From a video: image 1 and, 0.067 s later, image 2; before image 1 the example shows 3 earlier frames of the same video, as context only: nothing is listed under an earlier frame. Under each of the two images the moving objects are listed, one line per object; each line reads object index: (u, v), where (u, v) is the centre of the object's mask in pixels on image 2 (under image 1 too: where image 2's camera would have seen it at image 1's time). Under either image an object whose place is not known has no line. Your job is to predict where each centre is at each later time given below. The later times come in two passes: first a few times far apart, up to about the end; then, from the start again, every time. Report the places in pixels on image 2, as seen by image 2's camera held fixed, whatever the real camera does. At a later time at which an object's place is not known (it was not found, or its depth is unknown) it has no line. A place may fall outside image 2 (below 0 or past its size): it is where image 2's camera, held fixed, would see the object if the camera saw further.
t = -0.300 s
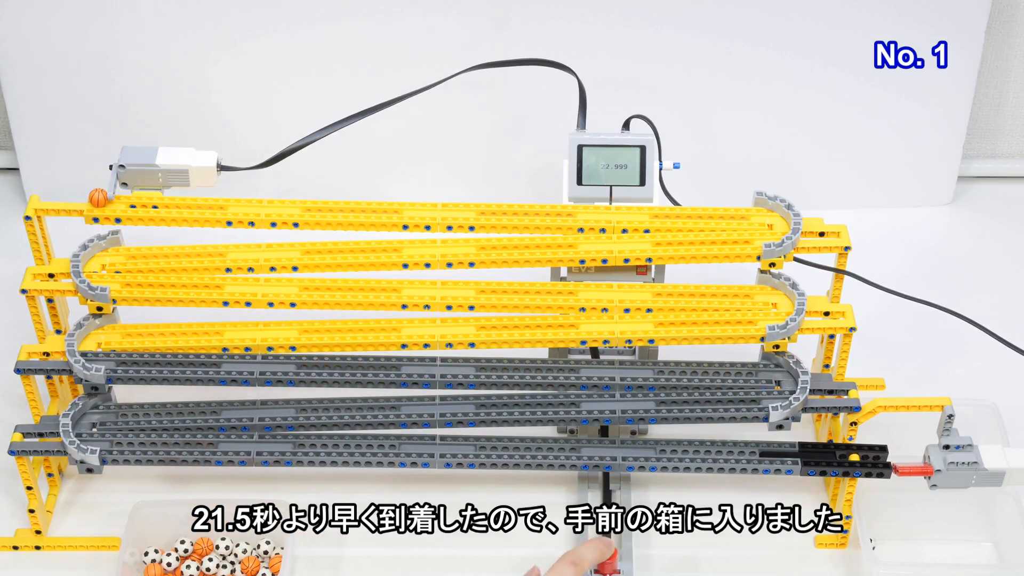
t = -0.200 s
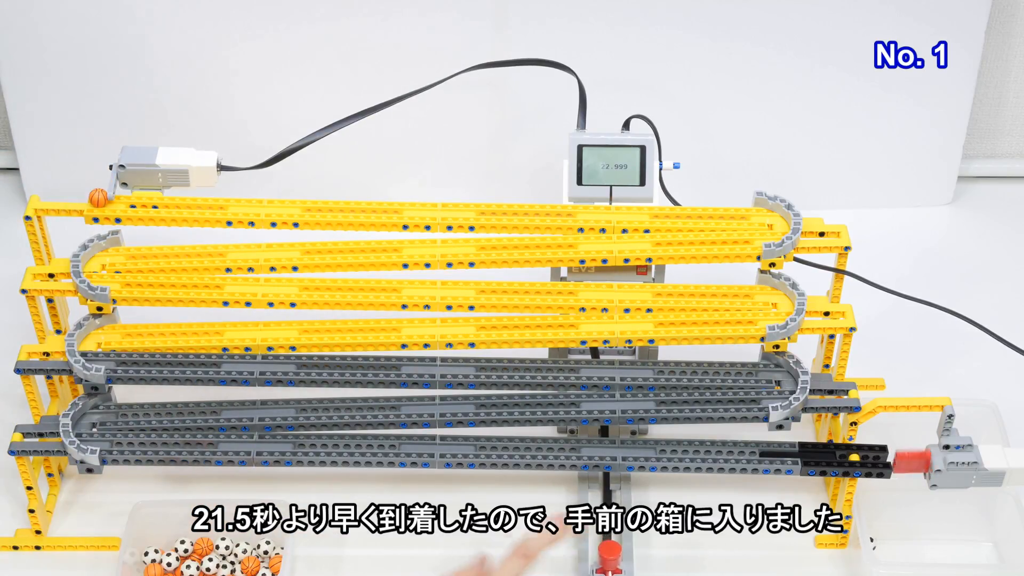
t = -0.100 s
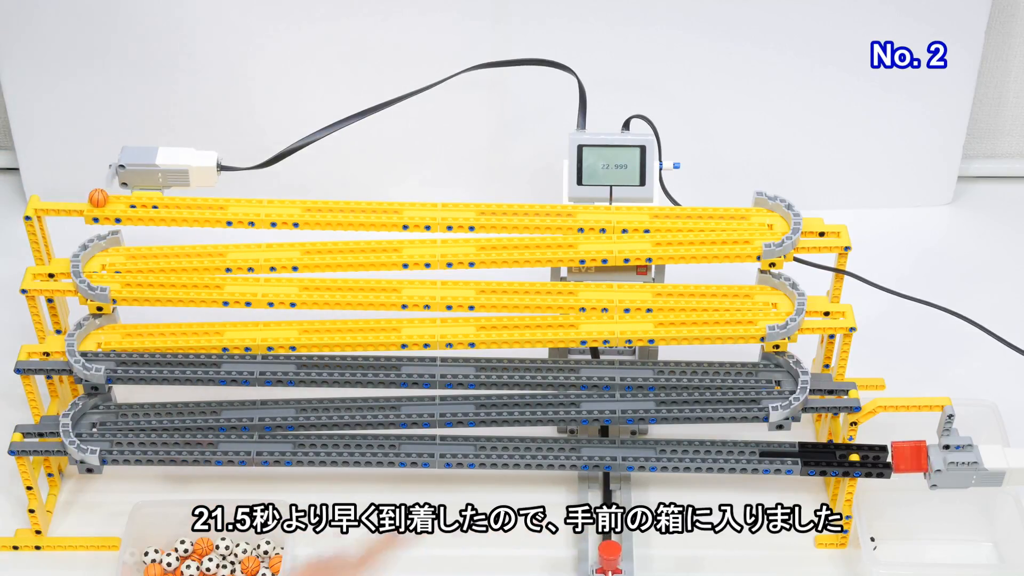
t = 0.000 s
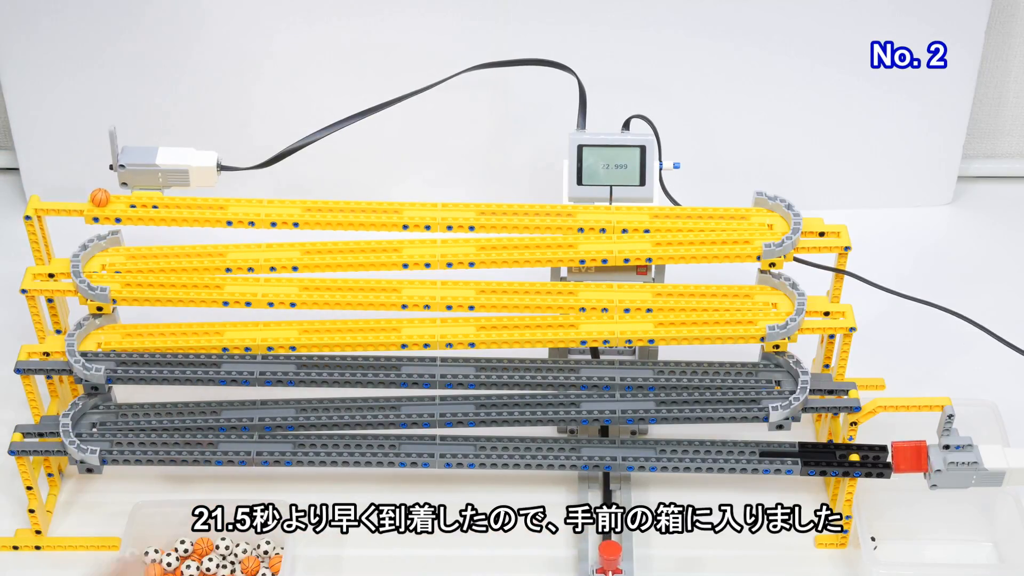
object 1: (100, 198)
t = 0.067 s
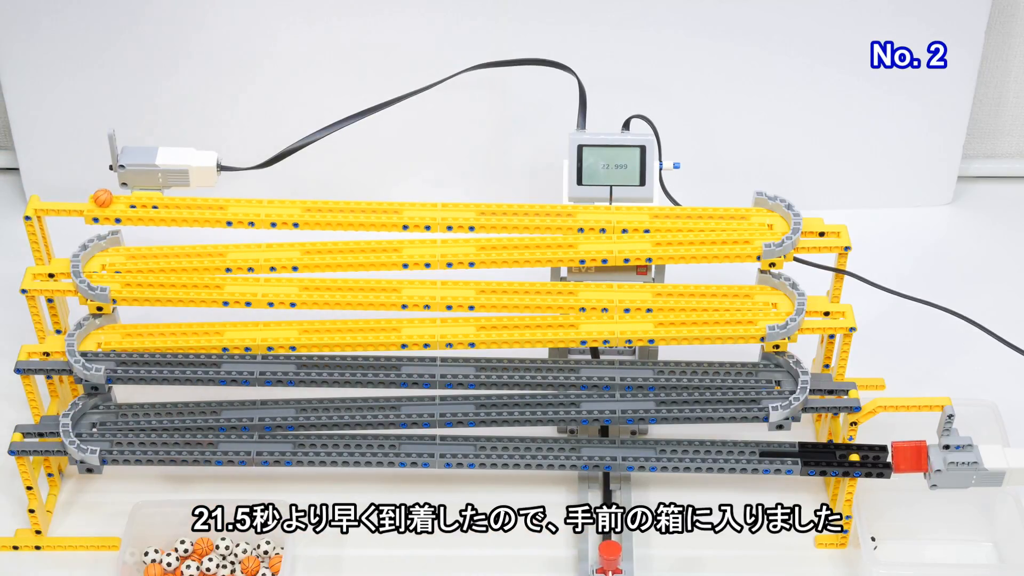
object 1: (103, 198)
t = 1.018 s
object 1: (236, 202)
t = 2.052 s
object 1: (471, 207)
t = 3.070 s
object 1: (670, 210)
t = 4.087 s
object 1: (773, 233)
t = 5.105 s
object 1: (694, 237)
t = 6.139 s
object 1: (561, 240)
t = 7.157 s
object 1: (380, 244)
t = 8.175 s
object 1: (169, 250)
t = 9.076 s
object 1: (148, 279)
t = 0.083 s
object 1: (104, 198)
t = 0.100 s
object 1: (105, 198)
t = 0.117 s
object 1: (105, 198)
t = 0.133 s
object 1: (106, 198)
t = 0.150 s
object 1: (107, 198)
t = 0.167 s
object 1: (109, 198)
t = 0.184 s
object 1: (110, 198)
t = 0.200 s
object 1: (111, 198)
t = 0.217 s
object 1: (112, 198)
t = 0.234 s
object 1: (114, 198)
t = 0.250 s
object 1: (116, 198)
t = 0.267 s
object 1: (117, 198)
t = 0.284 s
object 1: (119, 198)
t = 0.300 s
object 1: (121, 198)
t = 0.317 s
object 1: (123, 198)
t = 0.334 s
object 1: (125, 198)
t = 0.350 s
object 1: (127, 198)
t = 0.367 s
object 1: (129, 198)
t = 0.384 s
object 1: (132, 198)
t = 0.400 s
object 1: (133, 198)
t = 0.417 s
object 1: (136, 199)
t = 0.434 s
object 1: (138, 199)
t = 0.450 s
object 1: (140, 199)
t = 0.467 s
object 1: (142, 199)
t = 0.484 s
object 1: (144, 199)
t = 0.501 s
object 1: (146, 199)
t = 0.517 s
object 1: (149, 199)
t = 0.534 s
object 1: (151, 199)
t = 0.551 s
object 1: (154, 199)
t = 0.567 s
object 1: (156, 199)
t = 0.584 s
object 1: (159, 200)
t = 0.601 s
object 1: (161, 200)
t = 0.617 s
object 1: (164, 200)
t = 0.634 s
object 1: (167, 199)
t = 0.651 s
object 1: (169, 200)
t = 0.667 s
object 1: (172, 199)
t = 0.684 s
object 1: (175, 200)
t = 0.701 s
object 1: (178, 200)
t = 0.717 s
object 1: (180, 200)
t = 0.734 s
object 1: (183, 200)
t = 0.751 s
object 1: (186, 200)
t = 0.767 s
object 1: (189, 200)
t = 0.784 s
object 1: (191, 200)
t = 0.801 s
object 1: (195, 200)
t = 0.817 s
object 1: (197, 200)
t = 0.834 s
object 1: (200, 200)
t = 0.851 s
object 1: (203, 201)
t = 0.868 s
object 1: (206, 201)
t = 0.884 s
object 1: (209, 201)
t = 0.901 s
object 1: (213, 201)
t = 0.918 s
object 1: (216, 201)
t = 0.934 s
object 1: (219, 201)
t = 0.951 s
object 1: (222, 201)
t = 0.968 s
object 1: (226, 201)
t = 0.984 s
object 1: (229, 201)
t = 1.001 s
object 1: (233, 202)
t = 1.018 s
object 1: (236, 202)
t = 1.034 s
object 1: (240, 201)
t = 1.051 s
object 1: (243, 202)
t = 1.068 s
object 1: (247, 202)
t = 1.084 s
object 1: (250, 202)
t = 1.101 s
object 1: (253, 202)
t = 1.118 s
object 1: (257, 202)
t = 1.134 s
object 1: (261, 202)
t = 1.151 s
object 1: (264, 203)
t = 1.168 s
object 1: (268, 202)
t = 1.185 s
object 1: (271, 202)
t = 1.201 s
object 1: (275, 203)
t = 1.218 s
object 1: (278, 203)
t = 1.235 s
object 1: (282, 203)
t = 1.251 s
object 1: (286, 203)
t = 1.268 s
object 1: (290, 203)
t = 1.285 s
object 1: (294, 203)
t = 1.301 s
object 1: (297, 203)
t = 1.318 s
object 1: (301, 203)
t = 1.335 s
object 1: (304, 204)
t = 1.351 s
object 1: (308, 204)
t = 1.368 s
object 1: (311, 204)
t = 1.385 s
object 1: (314, 204)
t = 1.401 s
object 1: (318, 204)
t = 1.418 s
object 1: (322, 204)
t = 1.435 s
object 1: (326, 204)
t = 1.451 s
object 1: (330, 204)
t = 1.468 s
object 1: (333, 204)
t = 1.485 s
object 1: (336, 204)
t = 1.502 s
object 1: (341, 204)
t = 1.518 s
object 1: (345, 204)
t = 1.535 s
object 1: (348, 204)
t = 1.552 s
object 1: (352, 204)
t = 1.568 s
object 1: (355, 205)
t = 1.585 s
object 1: (359, 205)
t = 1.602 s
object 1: (362, 205)
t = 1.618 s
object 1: (366, 205)
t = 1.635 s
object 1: (370, 205)
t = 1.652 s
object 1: (374, 205)
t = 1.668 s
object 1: (377, 205)
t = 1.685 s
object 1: (381, 205)
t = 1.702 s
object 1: (385, 205)
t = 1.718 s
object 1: (389, 205)
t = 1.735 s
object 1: (393, 206)
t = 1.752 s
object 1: (396, 205)
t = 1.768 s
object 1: (401, 205)
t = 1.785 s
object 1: (405, 205)
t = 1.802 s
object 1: (408, 206)
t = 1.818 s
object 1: (412, 206)
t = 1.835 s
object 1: (417, 206)
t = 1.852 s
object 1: (421, 206)
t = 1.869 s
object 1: (425, 206)
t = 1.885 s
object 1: (429, 206)
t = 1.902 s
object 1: (433, 206)
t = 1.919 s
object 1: (437, 206)
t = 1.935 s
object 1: (441, 206)
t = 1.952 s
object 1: (446, 206)
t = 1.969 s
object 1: (449, 206)
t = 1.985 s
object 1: (454, 206)
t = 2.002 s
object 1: (458, 206)
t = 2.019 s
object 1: (462, 206)
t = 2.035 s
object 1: (466, 206)
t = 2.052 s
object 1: (471, 207)
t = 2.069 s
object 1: (475, 206)
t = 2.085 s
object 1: (479, 207)
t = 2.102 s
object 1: (483, 207)
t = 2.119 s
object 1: (486, 207)
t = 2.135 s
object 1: (491, 207)
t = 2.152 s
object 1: (495, 207)
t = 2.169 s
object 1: (499, 207)
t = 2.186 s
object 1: (503, 207)
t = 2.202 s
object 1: (507, 207)
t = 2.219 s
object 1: (511, 207)
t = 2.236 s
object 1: (515, 208)
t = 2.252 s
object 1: (518, 208)
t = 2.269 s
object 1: (522, 208)
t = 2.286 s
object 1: (526, 207)
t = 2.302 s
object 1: (529, 208)
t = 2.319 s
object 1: (533, 207)
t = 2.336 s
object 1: (537, 208)
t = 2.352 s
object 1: (541, 208)
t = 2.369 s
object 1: (544, 207)
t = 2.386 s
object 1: (548, 208)
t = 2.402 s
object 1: (552, 208)
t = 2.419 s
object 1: (555, 208)
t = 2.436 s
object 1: (558, 208)
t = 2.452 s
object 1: (562, 208)
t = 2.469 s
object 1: (565, 209)
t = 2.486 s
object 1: (569, 208)
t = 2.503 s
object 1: (572, 209)
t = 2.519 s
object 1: (575, 209)
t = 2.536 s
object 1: (578, 209)
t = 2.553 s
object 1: (581, 208)
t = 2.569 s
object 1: (585, 208)
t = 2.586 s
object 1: (588, 208)
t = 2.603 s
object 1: (591, 208)
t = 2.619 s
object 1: (594, 209)
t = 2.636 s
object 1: (597, 209)
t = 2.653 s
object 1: (600, 209)
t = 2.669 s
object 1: (603, 209)
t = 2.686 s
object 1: (606, 209)
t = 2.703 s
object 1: (609, 209)
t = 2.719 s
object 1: (612, 208)
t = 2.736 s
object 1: (615, 209)
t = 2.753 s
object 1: (618, 209)
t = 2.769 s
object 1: (621, 209)
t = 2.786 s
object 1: (624, 209)
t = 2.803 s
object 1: (626, 209)
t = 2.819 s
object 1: (629, 209)
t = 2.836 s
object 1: (632, 209)
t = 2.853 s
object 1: (635, 209)
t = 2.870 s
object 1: (638, 209)
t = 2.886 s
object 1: (640, 209)
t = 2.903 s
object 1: (643, 209)
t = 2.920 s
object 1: (646, 209)
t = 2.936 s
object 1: (649, 210)
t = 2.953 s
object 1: (652, 210)
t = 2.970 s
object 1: (655, 210)
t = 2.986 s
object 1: (657, 210)
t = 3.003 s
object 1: (659, 210)
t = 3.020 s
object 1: (662, 210)
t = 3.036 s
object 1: (665, 210)
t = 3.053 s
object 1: (667, 210)
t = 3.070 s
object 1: (670, 210)
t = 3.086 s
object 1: (673, 210)
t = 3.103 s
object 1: (676, 210)
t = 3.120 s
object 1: (678, 210)
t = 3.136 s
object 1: (681, 210)
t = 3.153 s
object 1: (684, 210)
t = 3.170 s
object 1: (687, 210)
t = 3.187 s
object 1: (690, 210)
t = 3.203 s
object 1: (692, 210)
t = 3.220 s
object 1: (695, 211)
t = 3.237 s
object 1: (698, 211)
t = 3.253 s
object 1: (700, 210)
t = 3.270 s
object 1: (703, 211)
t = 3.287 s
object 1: (705, 211)
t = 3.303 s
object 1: (708, 211)
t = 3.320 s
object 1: (710, 211)
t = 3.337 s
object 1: (713, 211)
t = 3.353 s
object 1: (716, 211)
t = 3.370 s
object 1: (718, 211)
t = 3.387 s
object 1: (721, 211)
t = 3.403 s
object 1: (723, 211)
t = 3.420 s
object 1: (726, 211)
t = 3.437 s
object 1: (729, 211)
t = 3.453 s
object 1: (731, 211)
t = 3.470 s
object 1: (734, 211)
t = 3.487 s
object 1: (736, 211)
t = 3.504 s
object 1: (739, 211)
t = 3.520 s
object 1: (742, 211)
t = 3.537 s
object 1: (744, 211)
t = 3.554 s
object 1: (747, 211)
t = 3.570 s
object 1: (749, 211)
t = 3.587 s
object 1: (752, 211)
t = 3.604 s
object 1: (754, 211)
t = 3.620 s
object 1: (757, 211)
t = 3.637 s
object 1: (760, 211)
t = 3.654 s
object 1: (762, 212)
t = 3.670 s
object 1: (765, 212)
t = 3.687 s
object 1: (767, 212)
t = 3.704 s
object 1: (770, 212)
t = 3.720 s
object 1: (773, 213)
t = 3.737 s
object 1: (776, 214)
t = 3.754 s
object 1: (777, 216)
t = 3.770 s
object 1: (779, 218)
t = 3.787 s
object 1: (780, 219)
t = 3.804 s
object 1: (781, 220)
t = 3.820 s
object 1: (781, 222)
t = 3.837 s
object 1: (781, 222)
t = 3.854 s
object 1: (781, 223)
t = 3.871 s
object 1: (781, 224)
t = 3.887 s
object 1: (780, 224)
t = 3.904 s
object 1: (780, 225)
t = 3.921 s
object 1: (779, 226)
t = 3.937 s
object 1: (778, 227)
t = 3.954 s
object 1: (778, 228)
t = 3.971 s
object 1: (778, 228)
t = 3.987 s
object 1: (777, 229)
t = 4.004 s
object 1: (776, 229)
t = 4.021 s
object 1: (776, 230)
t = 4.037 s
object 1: (775, 231)
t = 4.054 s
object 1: (774, 232)
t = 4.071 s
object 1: (774, 233)
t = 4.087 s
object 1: (773, 233)
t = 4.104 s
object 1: (772, 233)
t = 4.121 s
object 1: (771, 234)
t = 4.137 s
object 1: (771, 234)
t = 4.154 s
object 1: (770, 234)
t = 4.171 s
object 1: (769, 234)
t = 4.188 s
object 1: (767, 234)
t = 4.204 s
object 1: (766, 234)
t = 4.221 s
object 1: (765, 234)
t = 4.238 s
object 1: (763, 234)
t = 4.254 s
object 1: (762, 235)
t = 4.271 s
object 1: (760, 235)
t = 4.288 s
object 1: (759, 235)
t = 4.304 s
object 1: (758, 235)
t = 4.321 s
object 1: (756, 235)
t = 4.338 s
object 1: (755, 236)
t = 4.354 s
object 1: (753, 236)
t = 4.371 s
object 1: (752, 236)
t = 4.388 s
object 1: (751, 236)
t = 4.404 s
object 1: (750, 236)
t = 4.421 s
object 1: (749, 236)
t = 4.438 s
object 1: (748, 236)
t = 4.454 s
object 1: (747, 236)
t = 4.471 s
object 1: (746, 236)
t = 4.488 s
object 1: (745, 236)
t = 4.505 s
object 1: (744, 236)
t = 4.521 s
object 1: (743, 236)
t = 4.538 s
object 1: (742, 236)
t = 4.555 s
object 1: (741, 236)
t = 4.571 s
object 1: (740, 236)
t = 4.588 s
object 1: (739, 236)
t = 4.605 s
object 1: (738, 236)
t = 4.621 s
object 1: (736, 236)
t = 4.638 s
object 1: (735, 236)
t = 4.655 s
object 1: (733, 236)
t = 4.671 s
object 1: (732, 236)
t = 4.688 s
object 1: (730, 236)
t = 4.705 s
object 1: (729, 236)
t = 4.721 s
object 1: (728, 236)
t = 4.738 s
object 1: (726, 236)
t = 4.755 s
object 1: (725, 236)
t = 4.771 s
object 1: (724, 236)
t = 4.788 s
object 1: (722, 236)
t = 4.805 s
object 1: (721, 236)
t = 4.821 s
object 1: (720, 237)
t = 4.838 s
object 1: (719, 237)
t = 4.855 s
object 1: (717, 237)
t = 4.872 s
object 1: (716, 237)
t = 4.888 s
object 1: (714, 237)
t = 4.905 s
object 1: (713, 237)
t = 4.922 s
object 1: (712, 237)
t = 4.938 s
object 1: (710, 237)
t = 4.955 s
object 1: (708, 237)
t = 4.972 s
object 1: (707, 237)
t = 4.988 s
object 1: (705, 237)
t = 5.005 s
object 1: (703, 237)
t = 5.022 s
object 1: (702, 237)
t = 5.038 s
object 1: (700, 237)
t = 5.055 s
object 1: (698, 237)
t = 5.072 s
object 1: (697, 237)
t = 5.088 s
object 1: (696, 237)
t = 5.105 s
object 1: (694, 237)
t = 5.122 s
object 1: (693, 237)
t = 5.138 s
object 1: (691, 237)
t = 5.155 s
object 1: (690, 237)
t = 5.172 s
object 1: (688, 237)
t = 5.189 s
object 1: (686, 237)
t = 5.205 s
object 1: (684, 237)
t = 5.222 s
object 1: (683, 237)
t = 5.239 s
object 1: (681, 237)
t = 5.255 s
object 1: (679, 237)
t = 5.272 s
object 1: (677, 237)
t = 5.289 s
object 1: (675, 237)
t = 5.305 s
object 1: (673, 238)
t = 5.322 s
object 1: (671, 238)
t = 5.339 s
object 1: (670, 238)
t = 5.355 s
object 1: (668, 238)
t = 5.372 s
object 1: (666, 238)
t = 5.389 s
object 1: (664, 238)
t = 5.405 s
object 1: (662, 238)
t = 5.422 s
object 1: (660, 238)
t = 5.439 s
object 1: (658, 238)
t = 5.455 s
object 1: (656, 238)
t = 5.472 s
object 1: (654, 238)
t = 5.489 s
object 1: (652, 238)
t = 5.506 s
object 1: (650, 238)
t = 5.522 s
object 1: (648, 238)
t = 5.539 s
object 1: (646, 238)
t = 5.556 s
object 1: (644, 238)
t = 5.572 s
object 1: (642, 238)
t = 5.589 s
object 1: (639, 238)
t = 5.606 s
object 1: (637, 238)
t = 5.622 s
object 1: (635, 238)
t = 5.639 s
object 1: (633, 238)
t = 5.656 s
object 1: (631, 238)
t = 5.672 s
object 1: (629, 238)
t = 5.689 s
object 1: (626, 238)
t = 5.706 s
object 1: (624, 238)
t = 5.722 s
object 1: (622, 239)
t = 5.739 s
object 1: (619, 239)
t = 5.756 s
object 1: (617, 239)
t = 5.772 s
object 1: (615, 239)
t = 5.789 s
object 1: (612, 239)
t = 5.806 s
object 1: (610, 239)
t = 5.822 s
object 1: (607, 239)
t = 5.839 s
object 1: (605, 239)
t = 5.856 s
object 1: (603, 239)
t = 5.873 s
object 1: (600, 239)
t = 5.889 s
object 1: (598, 239)
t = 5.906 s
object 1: (595, 239)
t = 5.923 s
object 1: (593, 239)
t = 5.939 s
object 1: (590, 239)
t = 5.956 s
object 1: (588, 239)
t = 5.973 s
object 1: (586, 239)
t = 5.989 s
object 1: (583, 239)
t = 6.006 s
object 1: (580, 239)
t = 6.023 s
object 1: (578, 239)
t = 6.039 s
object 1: (575, 240)
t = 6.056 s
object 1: (573, 240)
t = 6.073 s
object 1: (571, 240)
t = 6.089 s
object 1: (569, 240)
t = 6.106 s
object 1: (566, 240)
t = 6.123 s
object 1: (563, 240)
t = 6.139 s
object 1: (561, 240)
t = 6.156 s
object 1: (558, 240)
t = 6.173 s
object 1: (555, 240)
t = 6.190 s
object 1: (553, 240)
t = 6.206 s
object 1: (550, 240)
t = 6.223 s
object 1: (547, 241)
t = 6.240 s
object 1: (545, 241)
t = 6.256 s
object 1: (542, 241)
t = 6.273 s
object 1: (540, 241)
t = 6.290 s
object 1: (537, 241)
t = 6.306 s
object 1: (534, 241)
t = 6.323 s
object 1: (532, 241)
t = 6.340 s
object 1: (529, 241)
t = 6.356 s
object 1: (526, 241)
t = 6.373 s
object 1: (523, 241)
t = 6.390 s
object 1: (520, 242)
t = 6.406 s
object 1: (518, 241)
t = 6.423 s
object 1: (515, 241)
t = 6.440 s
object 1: (512, 241)
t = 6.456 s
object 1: (509, 242)
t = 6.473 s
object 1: (507, 242)
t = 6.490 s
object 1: (504, 241)
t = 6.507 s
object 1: (501, 241)
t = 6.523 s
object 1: (498, 242)
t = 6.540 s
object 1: (496, 242)
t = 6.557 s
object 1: (493, 242)
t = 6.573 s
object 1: (489, 242)
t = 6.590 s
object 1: (487, 242)
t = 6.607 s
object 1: (484, 242)
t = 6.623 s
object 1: (481, 242)
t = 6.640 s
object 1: (478, 242)
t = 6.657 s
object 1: (475, 242)
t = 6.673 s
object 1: (471, 242)
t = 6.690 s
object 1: (469, 242)
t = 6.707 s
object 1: (466, 242)
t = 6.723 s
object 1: (462, 242)
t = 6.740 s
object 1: (459, 243)
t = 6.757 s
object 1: (456, 242)
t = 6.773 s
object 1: (453, 242)
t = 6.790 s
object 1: (449, 243)
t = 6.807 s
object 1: (446, 243)
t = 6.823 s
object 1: (443, 243)
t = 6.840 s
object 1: (440, 243)
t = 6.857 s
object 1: (437, 243)
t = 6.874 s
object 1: (434, 243)
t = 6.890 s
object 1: (431, 243)
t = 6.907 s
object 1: (428, 243)
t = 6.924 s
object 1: (425, 243)
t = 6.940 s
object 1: (421, 243)
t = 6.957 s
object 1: (418, 243)
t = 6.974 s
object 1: (415, 243)
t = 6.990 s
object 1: (412, 243)
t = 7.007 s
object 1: (409, 243)
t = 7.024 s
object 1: (405, 244)
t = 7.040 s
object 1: (402, 244)
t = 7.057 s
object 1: (399, 244)
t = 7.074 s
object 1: (396, 244)
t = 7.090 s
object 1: (393, 244)
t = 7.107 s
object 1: (389, 244)
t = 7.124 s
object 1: (386, 244)
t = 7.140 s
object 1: (383, 244)
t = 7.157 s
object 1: (380, 244)
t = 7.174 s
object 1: (377, 244)
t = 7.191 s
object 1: (374, 244)
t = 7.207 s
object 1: (370, 245)
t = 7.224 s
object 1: (367, 244)
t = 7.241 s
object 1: (364, 244)
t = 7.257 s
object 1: (360, 245)
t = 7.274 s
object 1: (358, 245)
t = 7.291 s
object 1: (354, 245)
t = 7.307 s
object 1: (351, 245)
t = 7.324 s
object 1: (348, 245)
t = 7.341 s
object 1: (345, 245)
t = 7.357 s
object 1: (342, 245)
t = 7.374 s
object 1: (339, 245)
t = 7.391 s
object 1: (335, 245)
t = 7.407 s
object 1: (332, 245)
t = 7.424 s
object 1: (329, 245)
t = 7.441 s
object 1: (325, 246)
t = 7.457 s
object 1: (322, 245)
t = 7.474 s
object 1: (319, 245)
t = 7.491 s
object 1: (316, 246)
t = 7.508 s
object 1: (311, 246)
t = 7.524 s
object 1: (308, 246)
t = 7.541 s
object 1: (305, 246)
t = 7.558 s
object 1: (301, 246)
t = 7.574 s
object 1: (298, 246)
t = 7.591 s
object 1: (294, 246)
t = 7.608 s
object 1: (291, 247)
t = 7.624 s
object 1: (287, 247)
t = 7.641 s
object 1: (284, 247)
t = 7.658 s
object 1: (280, 247)
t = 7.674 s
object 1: (276, 247)
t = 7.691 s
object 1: (273, 247)
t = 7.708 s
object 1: (269, 247)
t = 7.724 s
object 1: (266, 247)
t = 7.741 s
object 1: (262, 247)
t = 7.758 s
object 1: (259, 247)
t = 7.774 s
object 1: (255, 248)
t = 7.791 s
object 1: (251, 248)
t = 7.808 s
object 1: (248, 248)
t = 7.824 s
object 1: (244, 248)
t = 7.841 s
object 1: (241, 248)
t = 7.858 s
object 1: (237, 248)
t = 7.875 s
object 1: (233, 248)
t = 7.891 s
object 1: (230, 248)
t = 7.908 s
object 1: (226, 248)
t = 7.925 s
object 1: (222, 248)
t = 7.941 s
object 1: (219, 248)
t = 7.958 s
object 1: (215, 249)
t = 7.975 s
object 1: (212, 249)
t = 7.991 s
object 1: (208, 249)
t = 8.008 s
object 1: (205, 249)
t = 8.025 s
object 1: (201, 249)
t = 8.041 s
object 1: (198, 249)
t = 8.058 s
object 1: (194, 249)
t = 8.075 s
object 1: (191, 249)
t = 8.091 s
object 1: (187, 249)
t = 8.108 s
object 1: (184, 249)
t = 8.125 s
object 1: (180, 249)
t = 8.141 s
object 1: (176, 249)
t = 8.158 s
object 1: (173, 250)
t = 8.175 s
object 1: (169, 250)
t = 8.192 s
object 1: (165, 250)
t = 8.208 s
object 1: (162, 250)
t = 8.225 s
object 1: (158, 250)
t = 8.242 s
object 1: (154, 250)
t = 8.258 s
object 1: (151, 250)
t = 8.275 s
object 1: (147, 251)
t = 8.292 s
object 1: (144, 251)
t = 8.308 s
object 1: (140, 250)
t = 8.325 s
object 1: (137, 251)
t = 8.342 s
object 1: (133, 251)
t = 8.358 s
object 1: (129, 251)
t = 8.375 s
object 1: (126, 251)
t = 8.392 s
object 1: (122, 251)
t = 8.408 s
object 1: (118, 251)
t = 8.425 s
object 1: (115, 251)
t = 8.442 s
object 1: (111, 251)
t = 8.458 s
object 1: (108, 252)
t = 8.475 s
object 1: (103, 252)
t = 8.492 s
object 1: (100, 254)
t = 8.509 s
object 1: (97, 255)
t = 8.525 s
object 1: (95, 257)
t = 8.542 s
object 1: (93, 259)
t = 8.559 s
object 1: (92, 261)
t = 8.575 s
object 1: (92, 263)
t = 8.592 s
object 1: (93, 264)
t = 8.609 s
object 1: (93, 267)
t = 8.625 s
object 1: (94, 269)
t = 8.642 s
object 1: (95, 271)
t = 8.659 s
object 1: (96, 273)
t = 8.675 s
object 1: (97, 275)
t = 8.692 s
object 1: (98, 276)
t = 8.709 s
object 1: (99, 277)
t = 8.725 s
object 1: (100, 277)
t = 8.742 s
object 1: (103, 277)
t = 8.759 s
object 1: (104, 278)
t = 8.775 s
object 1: (106, 278)
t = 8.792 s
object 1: (109, 278)
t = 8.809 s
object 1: (110, 278)
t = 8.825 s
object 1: (112, 278)
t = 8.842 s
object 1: (115, 279)
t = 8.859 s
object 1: (116, 279)
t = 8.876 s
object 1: (118, 279)
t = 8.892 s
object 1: (120, 279)
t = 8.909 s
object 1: (122, 279)
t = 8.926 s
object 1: (125, 279)
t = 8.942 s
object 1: (127, 279)
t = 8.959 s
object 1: (129, 279)
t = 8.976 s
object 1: (132, 279)
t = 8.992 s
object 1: (135, 279)
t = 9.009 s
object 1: (138, 279)
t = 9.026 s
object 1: (140, 280)
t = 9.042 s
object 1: (143, 280)
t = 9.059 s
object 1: (145, 279)
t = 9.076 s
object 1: (148, 279)
